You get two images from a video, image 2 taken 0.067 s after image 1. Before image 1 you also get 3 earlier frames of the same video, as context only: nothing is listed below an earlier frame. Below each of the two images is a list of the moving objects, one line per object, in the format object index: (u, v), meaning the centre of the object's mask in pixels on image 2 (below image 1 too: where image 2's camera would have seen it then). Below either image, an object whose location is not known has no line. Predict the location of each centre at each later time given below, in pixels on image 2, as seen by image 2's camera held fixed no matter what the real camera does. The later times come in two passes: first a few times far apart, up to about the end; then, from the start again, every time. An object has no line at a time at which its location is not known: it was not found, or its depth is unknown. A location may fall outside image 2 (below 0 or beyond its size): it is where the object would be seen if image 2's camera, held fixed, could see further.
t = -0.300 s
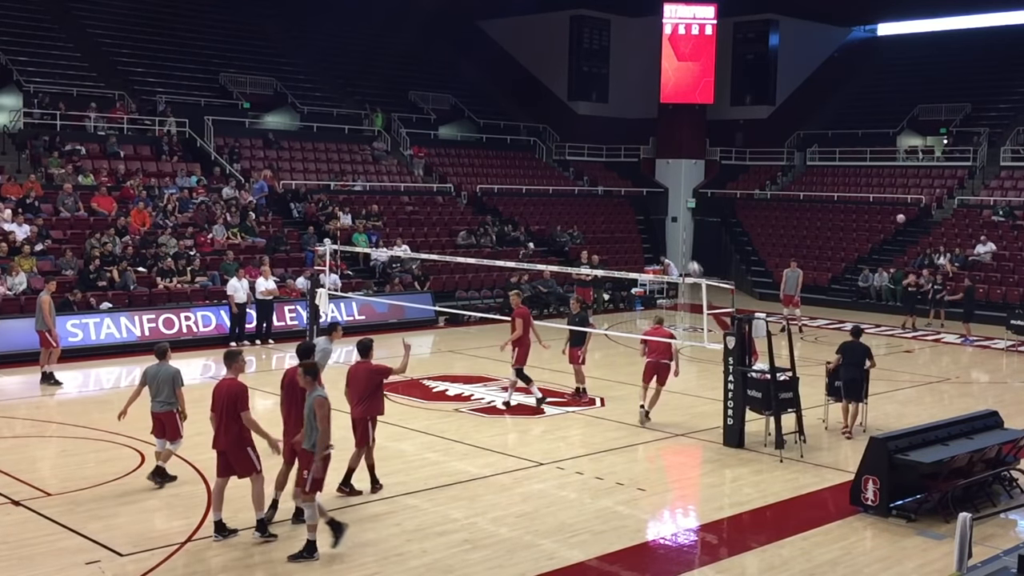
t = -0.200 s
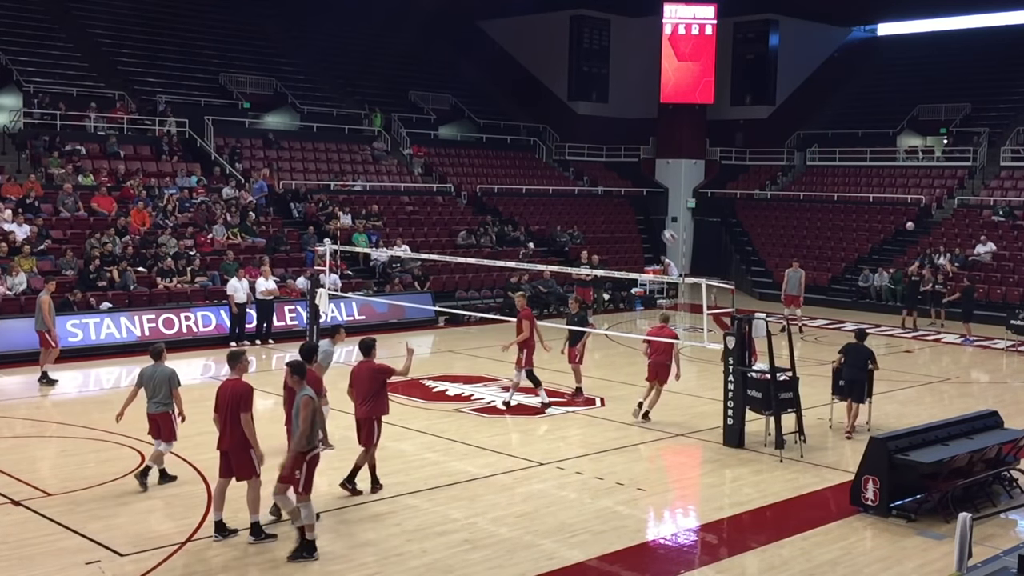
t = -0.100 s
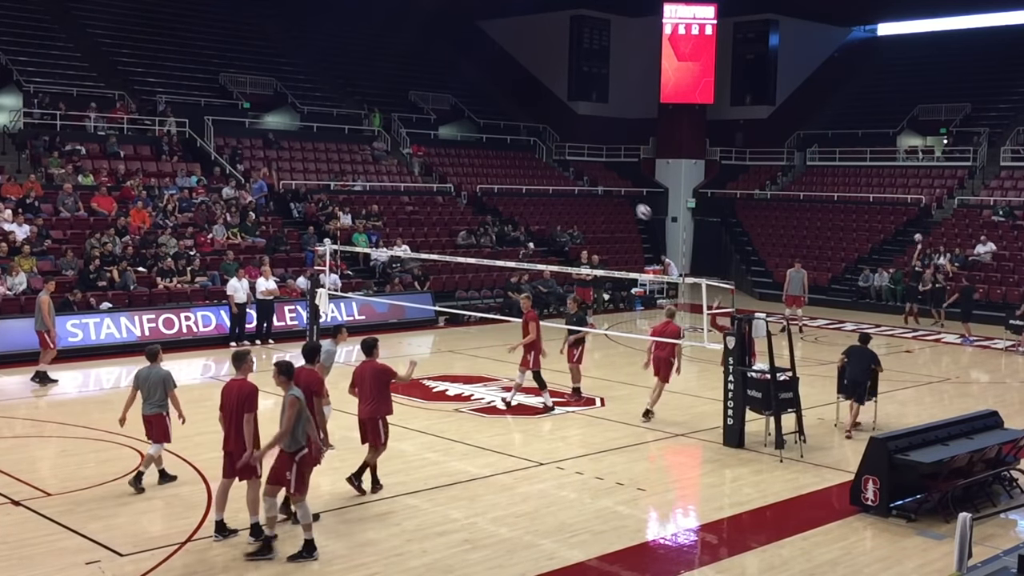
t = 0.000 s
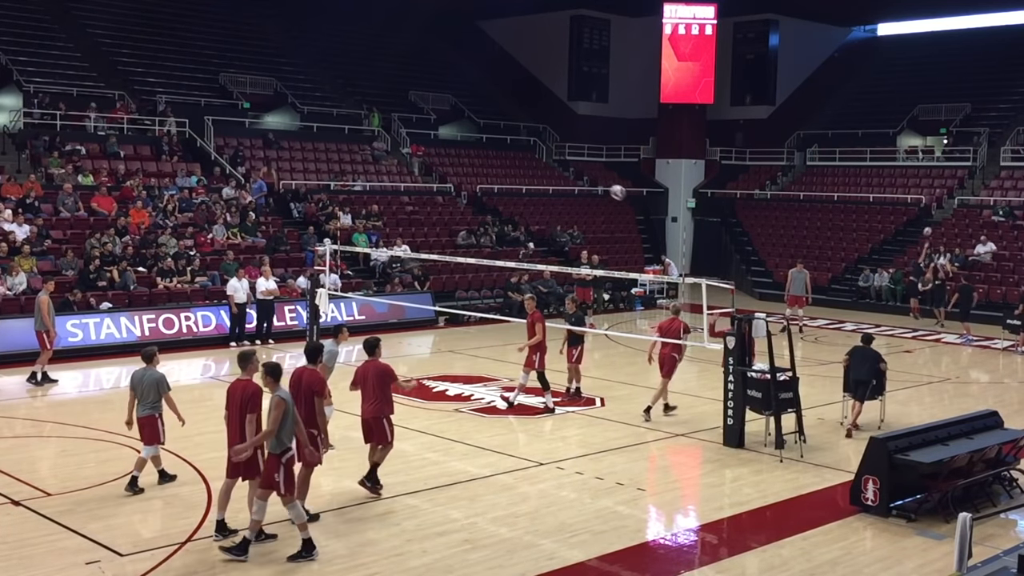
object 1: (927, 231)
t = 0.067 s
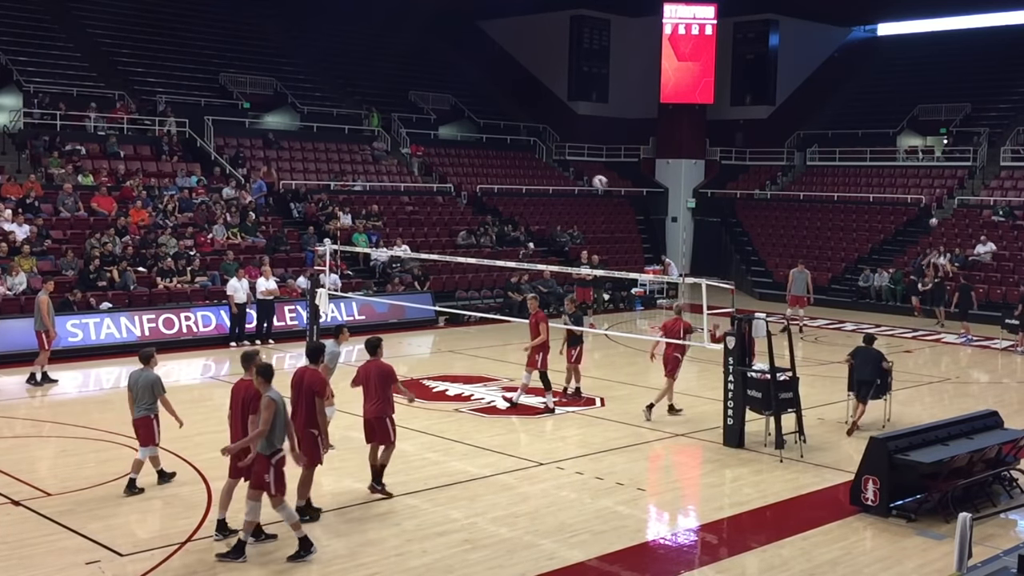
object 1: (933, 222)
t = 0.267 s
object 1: (951, 204)
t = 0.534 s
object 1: (973, 204)
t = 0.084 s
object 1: (935, 220)
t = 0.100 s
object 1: (936, 218)
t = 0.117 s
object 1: (938, 216)
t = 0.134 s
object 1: (939, 215)
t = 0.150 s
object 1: (941, 213)
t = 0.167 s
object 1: (942, 212)
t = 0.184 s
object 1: (944, 211)
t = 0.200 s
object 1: (945, 209)
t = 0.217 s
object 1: (947, 208)
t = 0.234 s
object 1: (948, 207)
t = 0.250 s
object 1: (950, 206)
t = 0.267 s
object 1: (951, 204)
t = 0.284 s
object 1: (952, 204)
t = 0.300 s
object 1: (954, 203)
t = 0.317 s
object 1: (956, 203)
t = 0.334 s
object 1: (957, 203)
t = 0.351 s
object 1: (958, 202)
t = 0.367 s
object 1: (960, 203)
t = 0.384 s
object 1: (962, 202)
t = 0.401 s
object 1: (963, 202)
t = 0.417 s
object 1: (964, 202)
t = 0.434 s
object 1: (965, 202)
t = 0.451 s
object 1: (966, 202)
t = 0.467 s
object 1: (968, 202)
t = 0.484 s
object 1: (969, 203)
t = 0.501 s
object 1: (971, 203)
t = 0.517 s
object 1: (972, 203)
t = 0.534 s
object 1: (973, 204)
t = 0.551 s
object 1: (974, 205)
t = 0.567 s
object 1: (975, 206)
